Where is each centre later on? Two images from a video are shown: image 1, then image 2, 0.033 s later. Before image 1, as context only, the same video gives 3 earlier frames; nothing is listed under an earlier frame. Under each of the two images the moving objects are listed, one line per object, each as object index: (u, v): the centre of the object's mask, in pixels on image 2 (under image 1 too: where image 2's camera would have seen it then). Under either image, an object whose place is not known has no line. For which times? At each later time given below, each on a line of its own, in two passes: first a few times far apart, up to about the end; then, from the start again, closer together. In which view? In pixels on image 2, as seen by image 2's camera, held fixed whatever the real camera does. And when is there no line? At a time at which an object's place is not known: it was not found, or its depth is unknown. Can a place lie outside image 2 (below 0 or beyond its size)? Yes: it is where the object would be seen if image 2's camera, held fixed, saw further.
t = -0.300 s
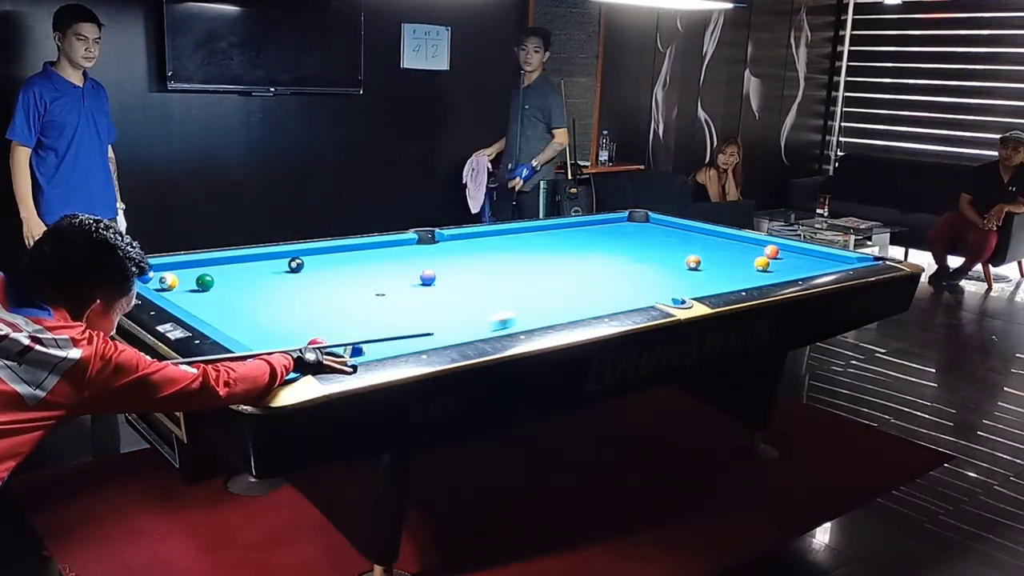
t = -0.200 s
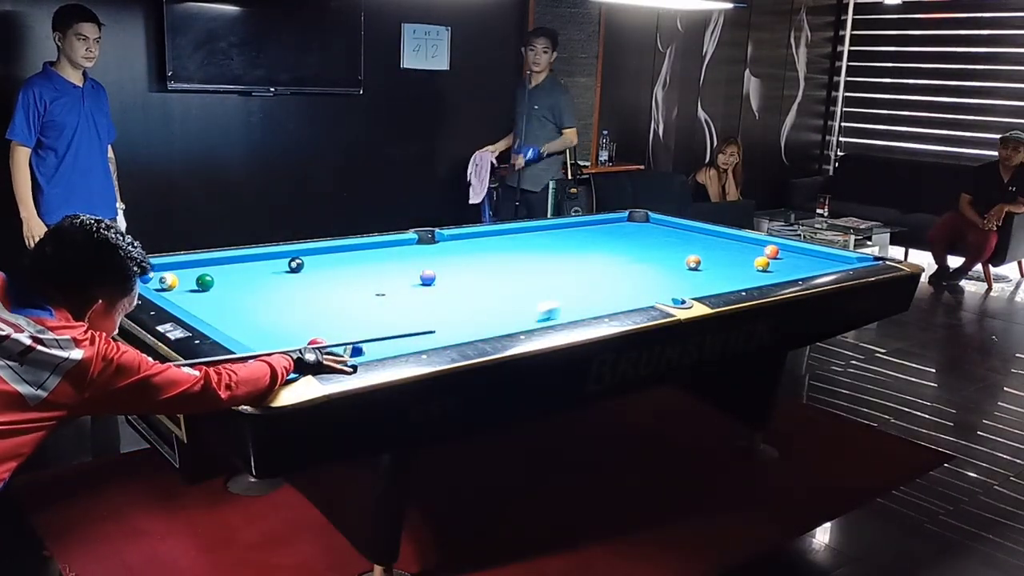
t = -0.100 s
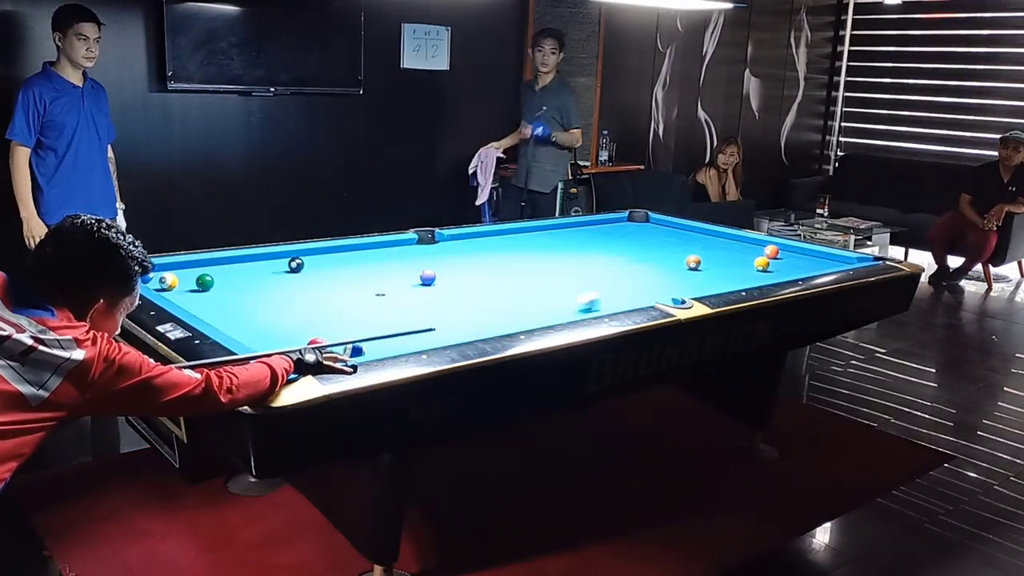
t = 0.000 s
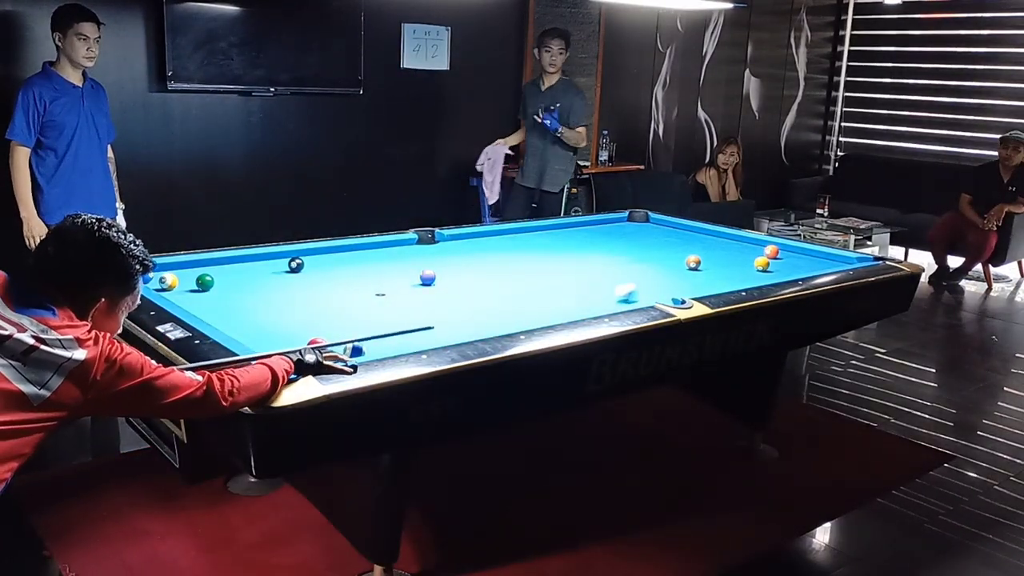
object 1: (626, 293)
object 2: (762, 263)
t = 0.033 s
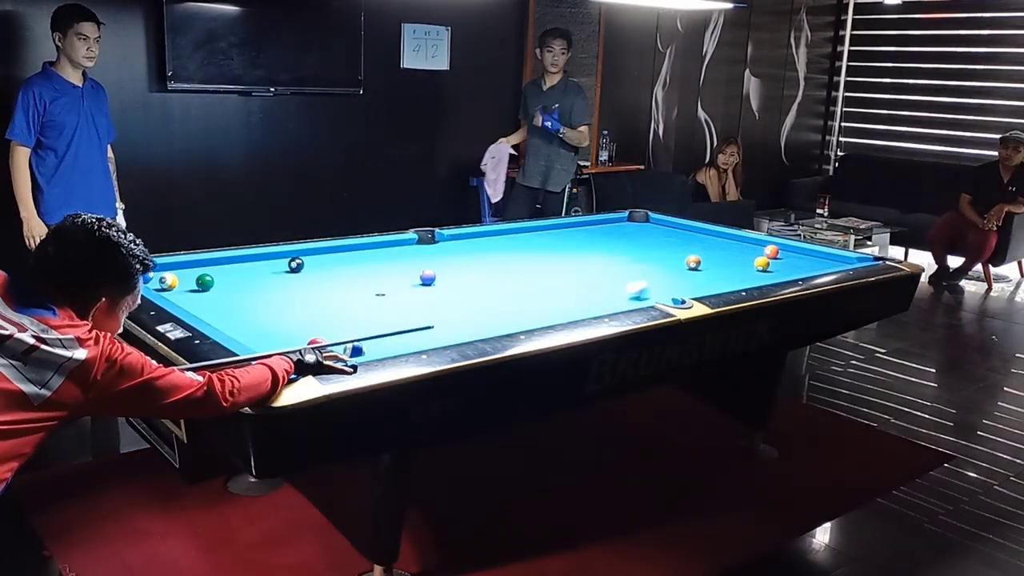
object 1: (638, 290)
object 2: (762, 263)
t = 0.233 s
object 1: (701, 275)
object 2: (762, 263)
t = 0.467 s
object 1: (742, 260)
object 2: (781, 262)
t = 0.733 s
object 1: (735, 248)
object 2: (847, 260)
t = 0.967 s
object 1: (733, 238)
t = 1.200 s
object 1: (711, 235)
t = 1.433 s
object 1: (685, 234)
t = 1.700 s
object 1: (656, 232)
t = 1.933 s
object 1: (632, 231)
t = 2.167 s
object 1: (610, 230)
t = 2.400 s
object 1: (589, 229)
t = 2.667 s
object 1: (565, 228)
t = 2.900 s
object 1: (547, 227)
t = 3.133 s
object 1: (543, 229)
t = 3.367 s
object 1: (539, 230)
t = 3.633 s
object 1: (536, 233)
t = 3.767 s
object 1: (534, 233)
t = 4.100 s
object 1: (529, 235)
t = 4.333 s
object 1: (528, 236)
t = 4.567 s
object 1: (526, 237)
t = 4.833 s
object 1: (525, 238)
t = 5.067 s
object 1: (523, 239)
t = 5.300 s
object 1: (523, 239)
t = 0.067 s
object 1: (649, 287)
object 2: (761, 263)
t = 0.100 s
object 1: (661, 285)
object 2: (762, 263)
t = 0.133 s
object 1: (671, 283)
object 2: (762, 263)
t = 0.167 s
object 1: (682, 280)
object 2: (761, 263)
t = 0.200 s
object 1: (692, 278)
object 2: (762, 263)
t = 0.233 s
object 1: (701, 275)
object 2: (762, 263)
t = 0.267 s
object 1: (710, 272)
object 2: (762, 263)
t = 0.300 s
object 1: (719, 270)
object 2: (761, 263)
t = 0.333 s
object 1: (729, 268)
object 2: (762, 263)
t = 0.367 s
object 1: (737, 266)
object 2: (761, 263)
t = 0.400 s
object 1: (746, 264)
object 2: (762, 263)
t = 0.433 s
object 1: (745, 262)
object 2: (770, 262)
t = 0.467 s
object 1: (742, 260)
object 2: (781, 262)
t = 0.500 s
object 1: (740, 259)
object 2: (791, 262)
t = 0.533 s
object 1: (738, 257)
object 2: (800, 262)
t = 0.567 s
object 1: (737, 255)
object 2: (808, 262)
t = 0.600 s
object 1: (737, 254)
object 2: (816, 262)
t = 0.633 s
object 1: (736, 252)
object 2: (824, 262)
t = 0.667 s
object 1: (736, 251)
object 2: (832, 261)
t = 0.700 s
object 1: (736, 249)
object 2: (839, 261)
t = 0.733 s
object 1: (735, 248)
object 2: (847, 260)
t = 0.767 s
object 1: (735, 247)
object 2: (855, 260)
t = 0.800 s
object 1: (735, 245)
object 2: (863, 259)
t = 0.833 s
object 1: (734, 244)
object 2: (870, 259)
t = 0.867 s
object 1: (734, 242)
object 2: (876, 260)
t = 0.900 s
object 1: (734, 241)
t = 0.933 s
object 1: (733, 240)
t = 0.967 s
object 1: (733, 238)
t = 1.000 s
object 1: (733, 237)
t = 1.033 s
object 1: (732, 236)
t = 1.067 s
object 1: (728, 236)
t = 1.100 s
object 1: (723, 236)
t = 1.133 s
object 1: (719, 236)
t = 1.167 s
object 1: (716, 235)
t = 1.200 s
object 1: (711, 235)
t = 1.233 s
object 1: (708, 235)
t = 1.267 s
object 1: (704, 235)
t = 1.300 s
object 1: (700, 235)
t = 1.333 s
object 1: (696, 234)
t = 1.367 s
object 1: (692, 234)
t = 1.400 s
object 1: (689, 234)
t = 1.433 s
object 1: (685, 234)
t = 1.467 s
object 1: (681, 234)
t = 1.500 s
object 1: (678, 233)
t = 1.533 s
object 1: (674, 233)
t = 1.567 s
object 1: (670, 233)
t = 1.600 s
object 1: (667, 233)
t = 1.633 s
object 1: (663, 233)
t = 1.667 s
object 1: (660, 232)
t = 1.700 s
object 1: (656, 232)
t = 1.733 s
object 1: (653, 232)
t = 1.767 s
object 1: (650, 232)
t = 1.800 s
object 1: (646, 232)
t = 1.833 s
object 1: (643, 231)
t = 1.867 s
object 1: (639, 231)
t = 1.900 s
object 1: (636, 231)
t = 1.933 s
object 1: (632, 231)
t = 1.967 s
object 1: (629, 231)
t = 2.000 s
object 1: (626, 231)
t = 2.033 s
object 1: (623, 230)
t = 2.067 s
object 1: (619, 230)
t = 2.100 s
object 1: (616, 230)
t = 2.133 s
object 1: (613, 230)
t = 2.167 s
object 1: (610, 230)
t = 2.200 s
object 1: (607, 230)
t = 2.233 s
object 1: (604, 230)
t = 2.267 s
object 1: (601, 229)
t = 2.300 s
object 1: (597, 229)
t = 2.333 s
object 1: (594, 229)
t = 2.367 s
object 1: (591, 229)
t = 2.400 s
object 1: (589, 229)
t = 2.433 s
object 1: (586, 229)
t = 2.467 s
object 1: (583, 229)
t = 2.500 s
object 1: (580, 228)
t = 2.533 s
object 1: (577, 228)
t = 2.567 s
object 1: (574, 228)
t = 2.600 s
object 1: (571, 228)
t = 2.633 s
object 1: (568, 228)
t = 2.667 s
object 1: (565, 228)
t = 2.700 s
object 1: (563, 228)
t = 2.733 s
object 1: (560, 228)
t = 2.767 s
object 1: (557, 227)
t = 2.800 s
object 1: (554, 227)
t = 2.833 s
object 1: (552, 227)
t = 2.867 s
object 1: (549, 227)
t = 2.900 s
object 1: (547, 227)
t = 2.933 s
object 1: (546, 227)
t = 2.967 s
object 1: (546, 227)
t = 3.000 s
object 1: (545, 227)
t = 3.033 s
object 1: (545, 228)
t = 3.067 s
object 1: (544, 228)
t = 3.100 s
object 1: (544, 228)
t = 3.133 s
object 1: (543, 229)
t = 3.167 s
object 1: (543, 229)
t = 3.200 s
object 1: (542, 229)
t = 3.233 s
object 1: (542, 229)
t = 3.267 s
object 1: (541, 230)
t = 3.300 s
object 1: (540, 230)
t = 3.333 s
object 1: (540, 230)
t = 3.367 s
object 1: (539, 230)
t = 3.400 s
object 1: (539, 230)
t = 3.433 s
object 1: (538, 231)
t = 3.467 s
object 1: (538, 231)
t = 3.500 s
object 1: (537, 231)
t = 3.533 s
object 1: (537, 231)
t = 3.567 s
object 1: (536, 232)
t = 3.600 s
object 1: (536, 232)
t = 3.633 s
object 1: (536, 233)
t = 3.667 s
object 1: (535, 233)
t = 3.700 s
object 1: (535, 233)
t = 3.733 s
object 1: (534, 233)
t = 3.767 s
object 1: (534, 233)
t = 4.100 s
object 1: (529, 235)
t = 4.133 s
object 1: (530, 235)
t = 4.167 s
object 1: (529, 235)
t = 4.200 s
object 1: (529, 235)
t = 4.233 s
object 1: (529, 236)
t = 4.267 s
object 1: (529, 236)
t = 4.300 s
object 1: (528, 236)
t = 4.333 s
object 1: (528, 236)
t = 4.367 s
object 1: (528, 236)
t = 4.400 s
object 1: (528, 236)
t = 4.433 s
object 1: (527, 236)
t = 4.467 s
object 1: (527, 237)
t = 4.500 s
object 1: (527, 237)
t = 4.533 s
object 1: (526, 237)
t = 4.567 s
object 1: (526, 237)
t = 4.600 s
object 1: (526, 237)
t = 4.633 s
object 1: (526, 237)
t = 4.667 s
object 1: (526, 237)
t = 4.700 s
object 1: (525, 237)
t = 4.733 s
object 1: (525, 237)
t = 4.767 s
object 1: (525, 238)
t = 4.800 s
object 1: (525, 238)
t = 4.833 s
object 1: (525, 238)
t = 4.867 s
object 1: (524, 238)
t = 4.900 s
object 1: (524, 238)
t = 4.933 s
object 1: (524, 238)
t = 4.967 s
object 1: (524, 238)
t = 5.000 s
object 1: (524, 238)
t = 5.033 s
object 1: (523, 239)
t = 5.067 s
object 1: (523, 239)
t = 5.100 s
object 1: (523, 239)
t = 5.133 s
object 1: (523, 239)
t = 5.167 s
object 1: (523, 239)
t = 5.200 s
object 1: (523, 239)
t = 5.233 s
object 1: (523, 239)
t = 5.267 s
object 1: (523, 239)
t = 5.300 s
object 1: (523, 239)
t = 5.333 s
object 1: (523, 239)
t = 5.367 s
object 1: (523, 239)
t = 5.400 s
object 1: (523, 239)
